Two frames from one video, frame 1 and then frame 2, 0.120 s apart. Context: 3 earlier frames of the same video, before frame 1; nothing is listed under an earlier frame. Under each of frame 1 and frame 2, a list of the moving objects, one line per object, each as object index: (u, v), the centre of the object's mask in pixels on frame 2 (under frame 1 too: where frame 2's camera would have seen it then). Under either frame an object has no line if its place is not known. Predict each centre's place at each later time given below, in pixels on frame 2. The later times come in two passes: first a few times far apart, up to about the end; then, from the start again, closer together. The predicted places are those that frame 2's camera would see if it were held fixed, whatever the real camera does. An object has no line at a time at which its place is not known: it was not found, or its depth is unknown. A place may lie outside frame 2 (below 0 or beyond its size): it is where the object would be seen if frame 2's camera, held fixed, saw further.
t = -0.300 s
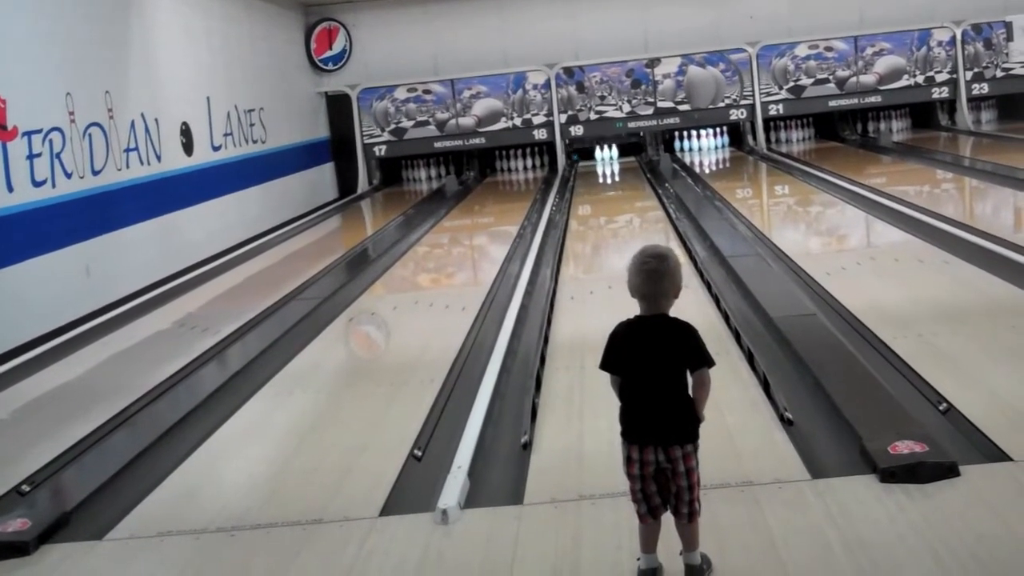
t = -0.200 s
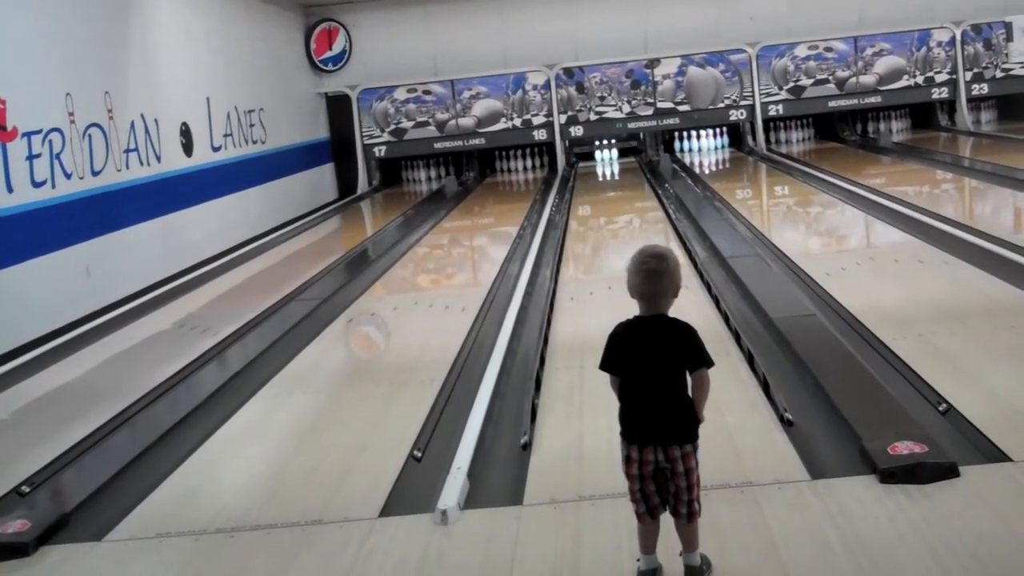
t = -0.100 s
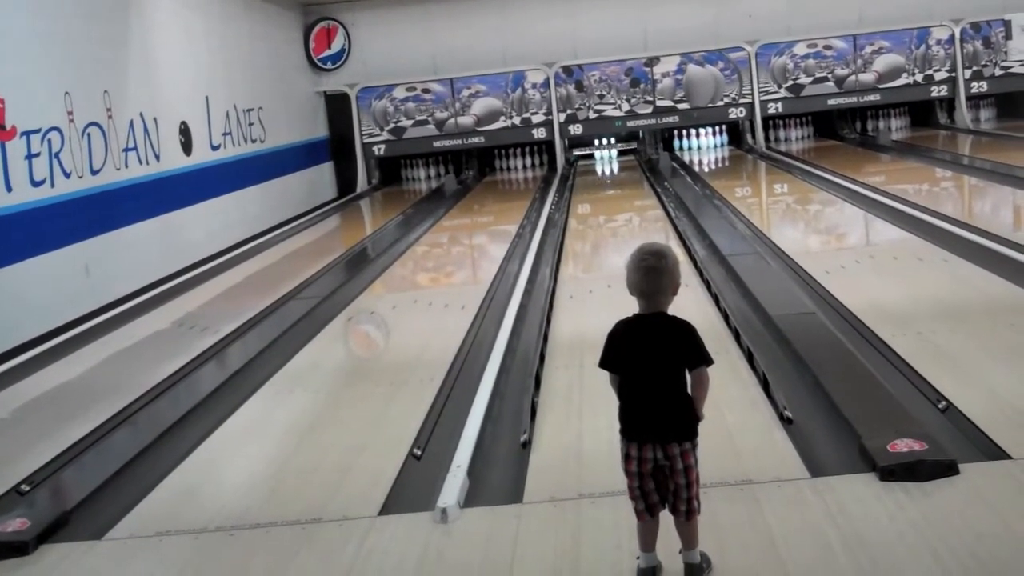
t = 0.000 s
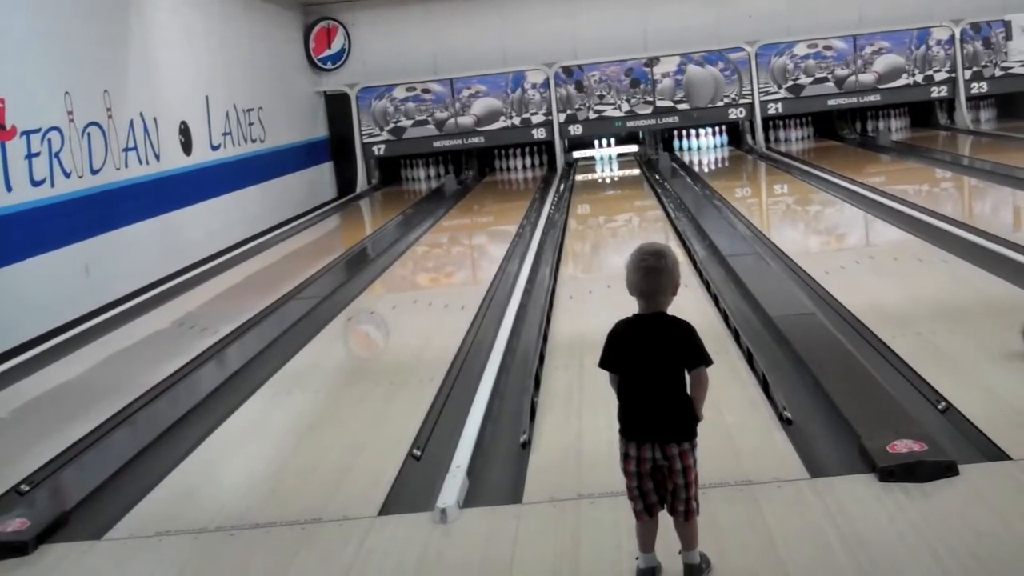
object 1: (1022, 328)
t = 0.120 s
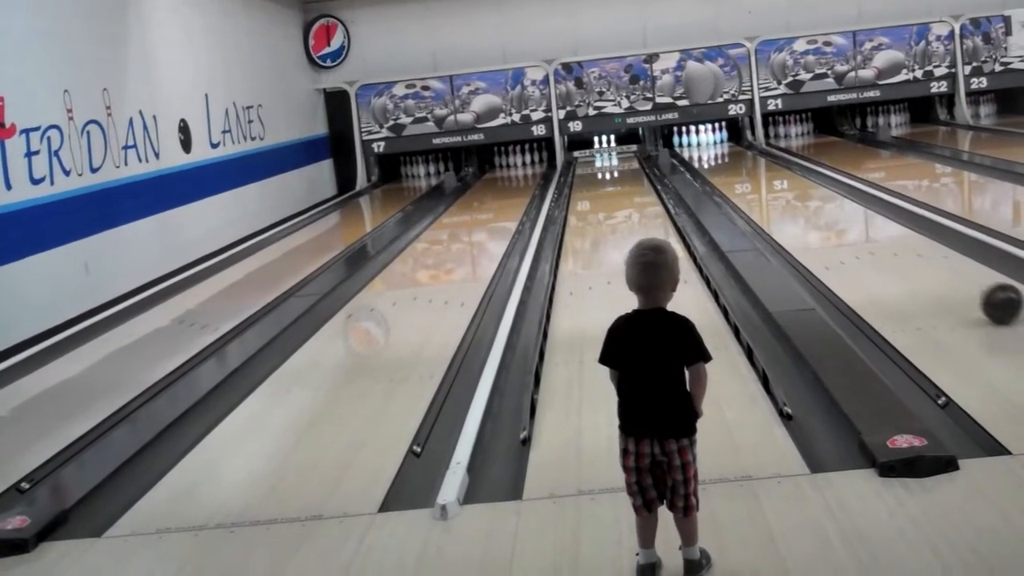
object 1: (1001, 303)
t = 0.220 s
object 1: (971, 286)
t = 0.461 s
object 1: (913, 253)
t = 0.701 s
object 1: (871, 229)
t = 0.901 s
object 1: (844, 214)
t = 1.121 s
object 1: (820, 201)
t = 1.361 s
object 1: (798, 189)
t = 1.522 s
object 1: (786, 182)
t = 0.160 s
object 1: (989, 296)
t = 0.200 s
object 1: (977, 289)
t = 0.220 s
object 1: (971, 286)
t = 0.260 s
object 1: (960, 280)
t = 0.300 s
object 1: (949, 273)
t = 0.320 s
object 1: (944, 271)
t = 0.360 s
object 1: (935, 265)
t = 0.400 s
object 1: (926, 260)
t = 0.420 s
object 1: (922, 258)
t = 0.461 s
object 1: (913, 253)
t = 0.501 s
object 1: (905, 249)
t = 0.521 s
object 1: (901, 246)
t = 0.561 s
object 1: (894, 242)
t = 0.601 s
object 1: (887, 238)
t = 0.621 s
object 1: (884, 237)
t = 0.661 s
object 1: (877, 233)
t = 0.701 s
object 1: (871, 229)
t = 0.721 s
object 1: (868, 228)
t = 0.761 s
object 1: (862, 225)
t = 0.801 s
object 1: (857, 221)
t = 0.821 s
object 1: (854, 220)
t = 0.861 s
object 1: (849, 217)
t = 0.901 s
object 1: (844, 214)
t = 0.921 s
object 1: (841, 213)
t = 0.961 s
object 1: (837, 210)
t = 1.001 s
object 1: (832, 208)
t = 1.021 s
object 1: (830, 207)
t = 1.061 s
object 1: (826, 204)
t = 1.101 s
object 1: (822, 202)
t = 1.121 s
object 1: (820, 201)
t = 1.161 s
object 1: (816, 198)
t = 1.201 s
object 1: (812, 196)
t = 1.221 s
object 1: (810, 195)
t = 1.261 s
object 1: (807, 193)
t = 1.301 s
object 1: (803, 191)
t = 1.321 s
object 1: (801, 191)
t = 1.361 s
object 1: (798, 189)
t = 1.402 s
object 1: (795, 187)
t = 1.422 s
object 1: (793, 186)
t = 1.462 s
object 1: (790, 184)
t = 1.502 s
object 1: (787, 182)
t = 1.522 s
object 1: (786, 182)
